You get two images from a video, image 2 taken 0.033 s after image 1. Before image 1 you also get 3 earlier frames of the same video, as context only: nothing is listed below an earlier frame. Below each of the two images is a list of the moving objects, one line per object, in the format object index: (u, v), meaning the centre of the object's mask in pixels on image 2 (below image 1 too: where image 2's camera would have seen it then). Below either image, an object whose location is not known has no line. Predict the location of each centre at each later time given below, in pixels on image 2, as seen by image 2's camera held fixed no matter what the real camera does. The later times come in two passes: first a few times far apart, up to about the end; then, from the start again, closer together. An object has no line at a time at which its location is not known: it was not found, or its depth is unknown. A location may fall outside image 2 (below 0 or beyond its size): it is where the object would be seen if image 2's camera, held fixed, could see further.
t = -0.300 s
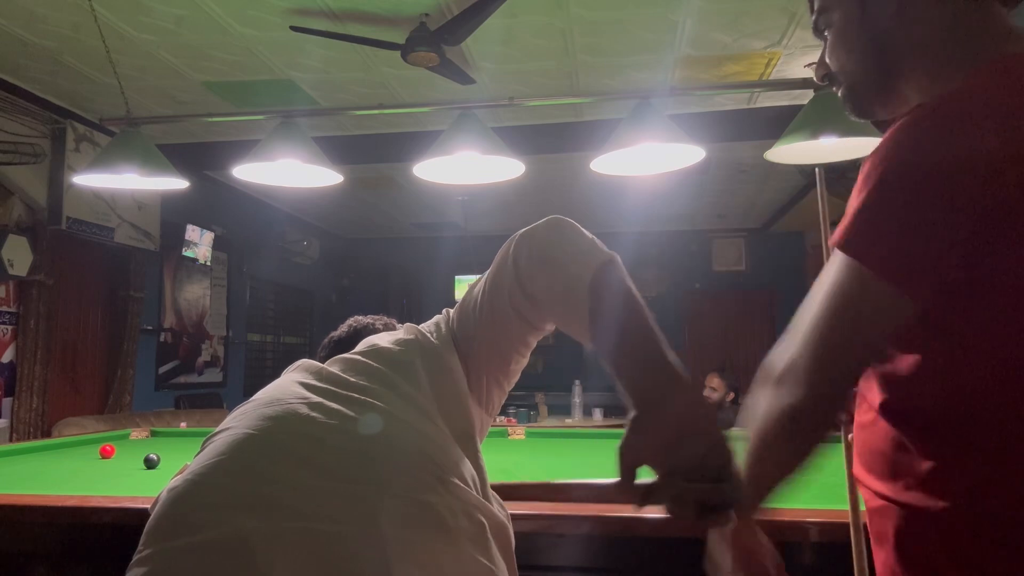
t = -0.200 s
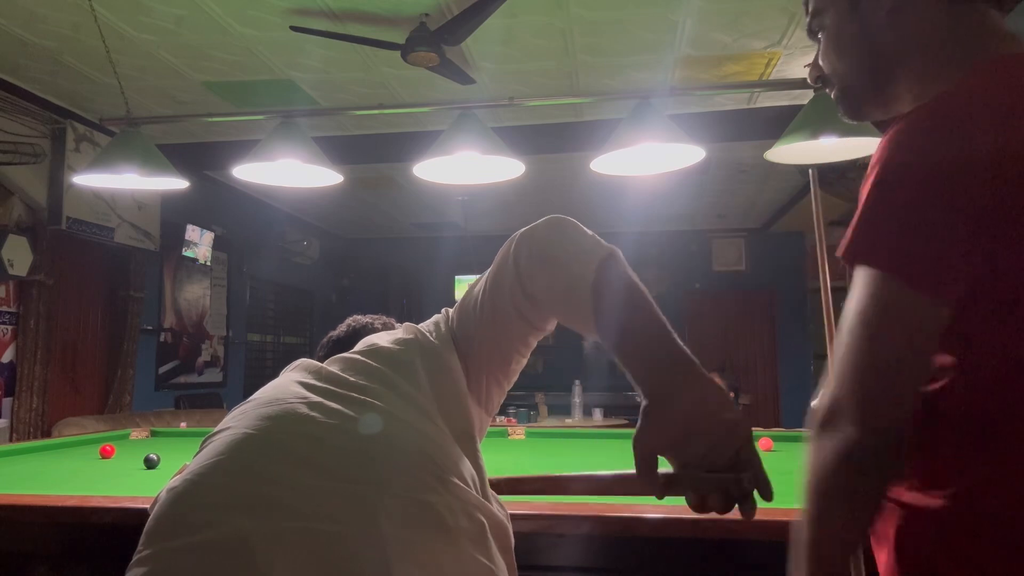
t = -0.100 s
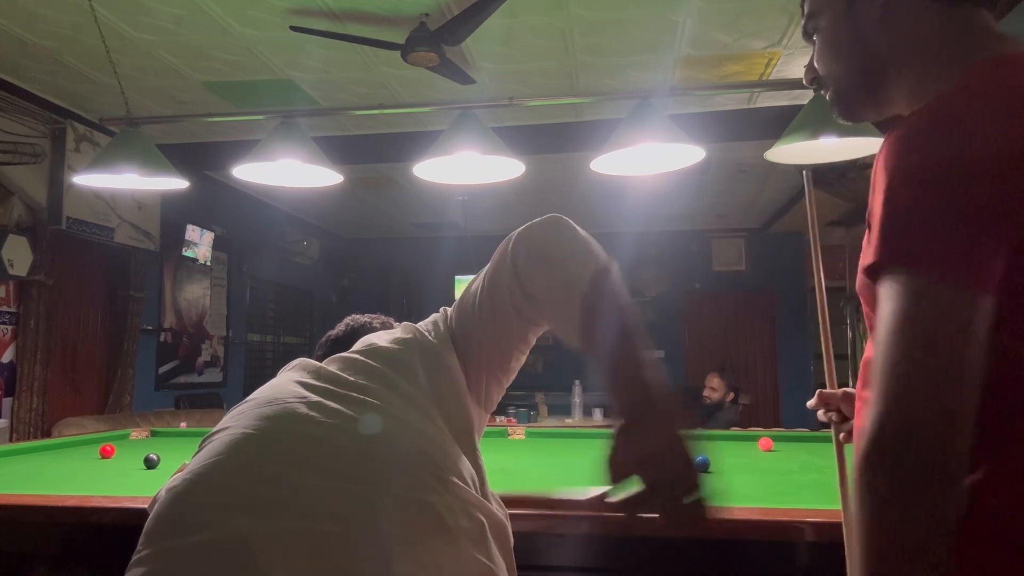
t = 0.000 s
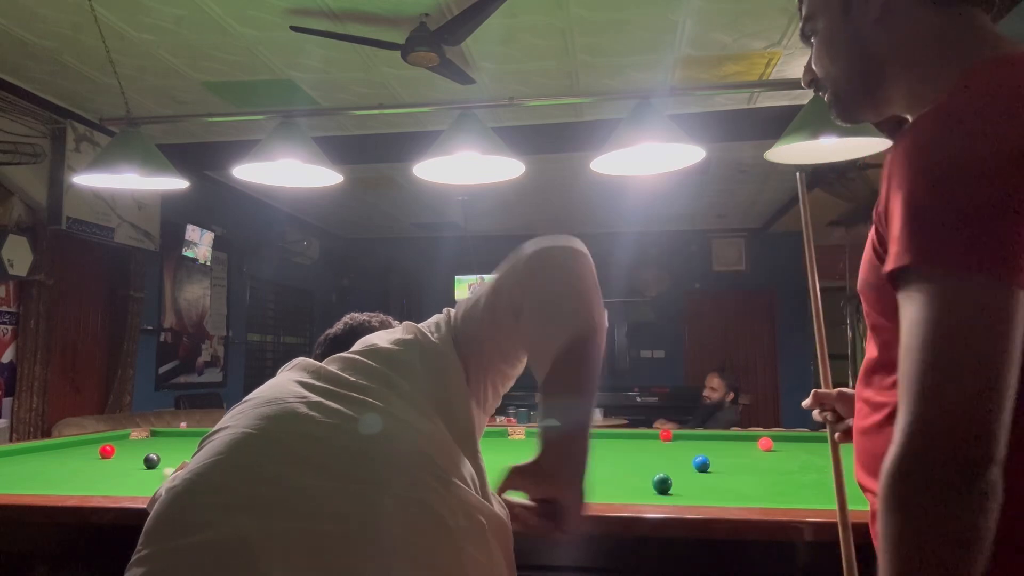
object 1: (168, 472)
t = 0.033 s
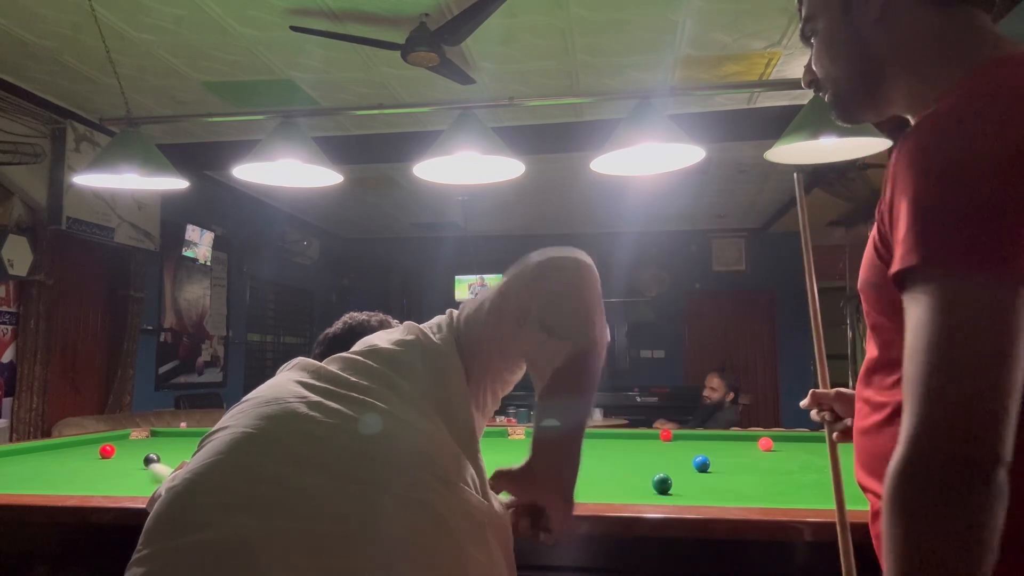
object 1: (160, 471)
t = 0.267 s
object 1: (92, 452)
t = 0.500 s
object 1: (23, 454)
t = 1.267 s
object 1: (1, 464)
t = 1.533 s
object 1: (4, 469)
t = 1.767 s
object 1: (7, 474)
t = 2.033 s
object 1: (12, 479)
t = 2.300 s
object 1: (21, 483)
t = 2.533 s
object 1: (27, 486)
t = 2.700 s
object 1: (36, 487)
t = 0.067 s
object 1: (149, 468)
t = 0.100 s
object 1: (138, 464)
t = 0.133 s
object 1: (128, 460)
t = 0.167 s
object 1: (120, 457)
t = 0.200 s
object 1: (112, 455)
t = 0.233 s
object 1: (102, 452)
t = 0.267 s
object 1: (92, 452)
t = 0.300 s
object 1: (80, 452)
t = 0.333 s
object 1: (70, 452)
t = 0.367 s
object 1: (60, 452)
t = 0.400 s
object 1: (51, 453)
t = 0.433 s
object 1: (42, 453)
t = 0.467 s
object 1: (33, 453)
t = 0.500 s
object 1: (23, 454)
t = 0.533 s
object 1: (14, 454)
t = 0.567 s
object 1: (7, 455)
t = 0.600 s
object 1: (3, 454)
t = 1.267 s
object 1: (1, 464)
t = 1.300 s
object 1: (1, 465)
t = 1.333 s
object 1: (1, 466)
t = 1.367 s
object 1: (2, 466)
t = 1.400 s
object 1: (2, 467)
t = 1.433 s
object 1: (3, 467)
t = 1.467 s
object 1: (3, 468)
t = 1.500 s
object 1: (4, 469)
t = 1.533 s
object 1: (4, 469)
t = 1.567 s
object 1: (5, 470)
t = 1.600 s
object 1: (5, 471)
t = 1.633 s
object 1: (5, 472)
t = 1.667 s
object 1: (6, 472)
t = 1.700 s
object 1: (7, 473)
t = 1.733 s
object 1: (7, 474)
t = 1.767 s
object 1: (7, 474)
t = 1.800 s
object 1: (8, 475)
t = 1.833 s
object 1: (8, 476)
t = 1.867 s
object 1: (9, 476)
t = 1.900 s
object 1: (10, 477)
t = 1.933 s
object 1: (10, 478)
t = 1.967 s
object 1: (11, 479)
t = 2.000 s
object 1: (12, 479)
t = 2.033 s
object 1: (12, 479)
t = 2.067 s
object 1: (13, 480)
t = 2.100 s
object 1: (14, 480)
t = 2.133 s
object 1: (15, 481)
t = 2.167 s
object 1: (16, 481)
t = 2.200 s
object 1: (17, 481)
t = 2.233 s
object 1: (18, 482)
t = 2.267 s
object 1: (19, 483)
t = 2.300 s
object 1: (21, 483)
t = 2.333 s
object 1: (21, 483)
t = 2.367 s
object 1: (22, 484)
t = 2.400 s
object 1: (23, 484)
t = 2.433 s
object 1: (24, 484)
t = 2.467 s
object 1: (25, 485)
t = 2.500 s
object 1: (26, 485)
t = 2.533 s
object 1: (27, 486)
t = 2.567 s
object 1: (28, 486)
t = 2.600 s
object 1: (29, 486)
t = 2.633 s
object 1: (30, 486)
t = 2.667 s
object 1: (31, 487)
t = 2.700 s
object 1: (36, 487)
